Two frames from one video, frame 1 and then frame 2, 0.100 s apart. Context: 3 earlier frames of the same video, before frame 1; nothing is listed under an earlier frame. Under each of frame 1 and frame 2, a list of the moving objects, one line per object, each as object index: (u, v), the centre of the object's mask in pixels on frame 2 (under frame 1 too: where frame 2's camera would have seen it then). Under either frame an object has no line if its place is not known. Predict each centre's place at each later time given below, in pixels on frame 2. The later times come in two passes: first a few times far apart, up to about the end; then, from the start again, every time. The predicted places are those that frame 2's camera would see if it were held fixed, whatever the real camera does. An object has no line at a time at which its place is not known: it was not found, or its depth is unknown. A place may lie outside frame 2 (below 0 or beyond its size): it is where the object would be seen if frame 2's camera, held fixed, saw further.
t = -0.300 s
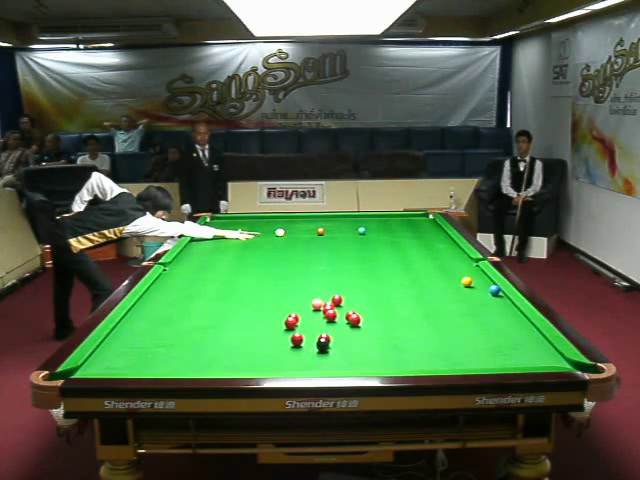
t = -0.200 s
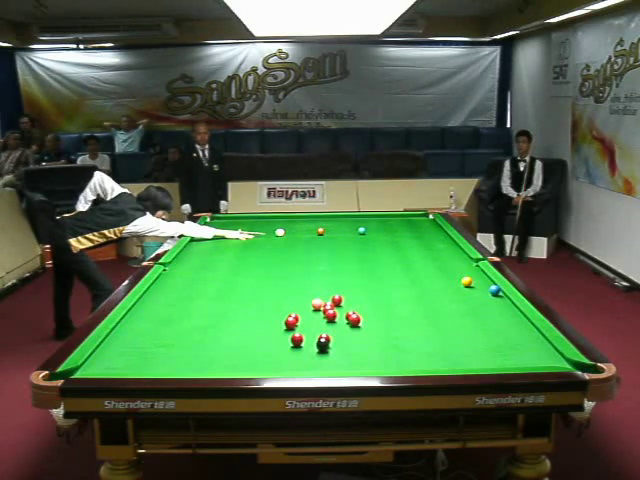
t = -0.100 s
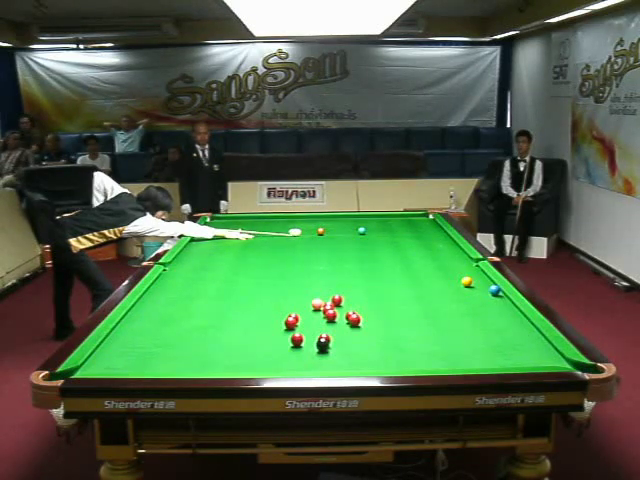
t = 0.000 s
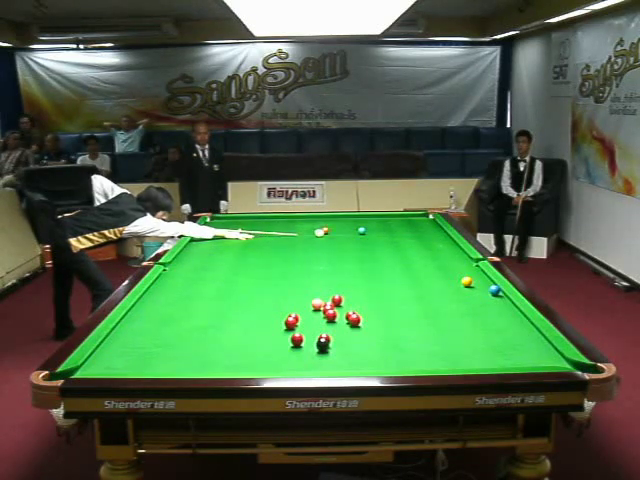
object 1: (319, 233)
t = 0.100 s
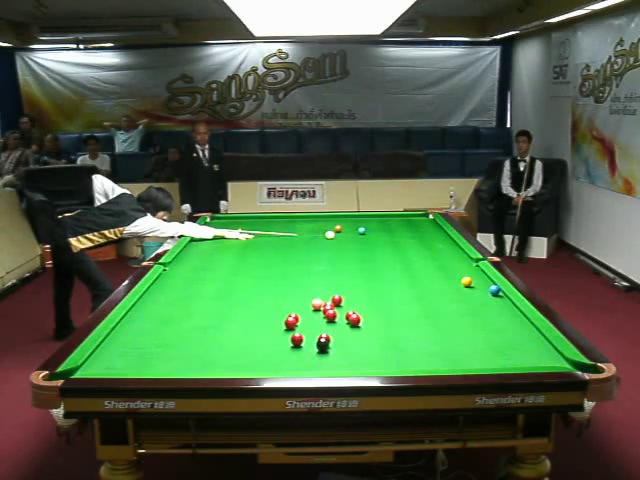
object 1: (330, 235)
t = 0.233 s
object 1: (338, 237)
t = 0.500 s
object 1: (351, 241)
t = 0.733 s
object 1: (363, 245)
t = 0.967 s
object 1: (374, 249)
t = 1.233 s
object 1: (388, 254)
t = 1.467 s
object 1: (399, 258)
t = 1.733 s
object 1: (412, 262)
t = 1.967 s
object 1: (424, 267)
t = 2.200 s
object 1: (436, 271)
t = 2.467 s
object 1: (449, 276)
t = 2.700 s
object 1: (459, 279)
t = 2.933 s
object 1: (460, 280)
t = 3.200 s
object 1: (459, 281)
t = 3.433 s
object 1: (459, 282)
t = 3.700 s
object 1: (459, 282)
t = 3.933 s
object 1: (459, 282)
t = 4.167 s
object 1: (459, 282)
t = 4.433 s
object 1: (459, 282)
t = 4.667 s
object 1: (459, 282)
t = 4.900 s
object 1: (459, 282)
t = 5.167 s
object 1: (459, 282)
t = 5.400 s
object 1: (459, 282)
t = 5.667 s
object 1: (459, 282)
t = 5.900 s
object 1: (459, 282)
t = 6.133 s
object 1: (459, 282)
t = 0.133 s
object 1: (332, 235)
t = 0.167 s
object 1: (335, 236)
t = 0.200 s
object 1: (337, 237)
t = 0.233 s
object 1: (338, 237)
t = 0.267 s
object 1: (340, 237)
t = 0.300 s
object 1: (341, 238)
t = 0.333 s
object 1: (343, 239)
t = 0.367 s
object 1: (345, 239)
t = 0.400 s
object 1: (346, 240)
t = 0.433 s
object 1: (348, 240)
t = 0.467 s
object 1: (349, 241)
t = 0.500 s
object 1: (351, 241)
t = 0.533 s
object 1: (353, 242)
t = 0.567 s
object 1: (354, 242)
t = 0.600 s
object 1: (356, 243)
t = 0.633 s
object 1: (358, 244)
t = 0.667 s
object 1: (359, 244)
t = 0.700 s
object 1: (361, 245)
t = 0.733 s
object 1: (363, 245)
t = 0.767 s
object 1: (364, 246)
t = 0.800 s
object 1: (366, 246)
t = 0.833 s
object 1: (368, 247)
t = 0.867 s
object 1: (369, 247)
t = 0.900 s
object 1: (371, 248)
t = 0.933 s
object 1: (373, 249)
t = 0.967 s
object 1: (374, 249)
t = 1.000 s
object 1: (376, 250)
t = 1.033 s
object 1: (377, 250)
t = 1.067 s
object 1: (379, 251)
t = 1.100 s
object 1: (381, 251)
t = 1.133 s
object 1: (382, 252)
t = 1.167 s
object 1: (384, 253)
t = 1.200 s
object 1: (386, 253)
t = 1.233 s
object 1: (388, 254)
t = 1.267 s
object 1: (389, 254)
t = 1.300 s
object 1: (391, 255)
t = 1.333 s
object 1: (392, 256)
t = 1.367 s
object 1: (394, 256)
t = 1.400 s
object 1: (396, 257)
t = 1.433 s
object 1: (397, 257)
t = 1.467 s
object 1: (399, 258)
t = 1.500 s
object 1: (401, 258)
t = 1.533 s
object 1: (402, 259)
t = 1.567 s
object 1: (404, 260)
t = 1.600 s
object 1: (406, 260)
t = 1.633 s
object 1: (407, 261)
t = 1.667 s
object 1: (409, 262)
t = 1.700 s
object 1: (411, 262)
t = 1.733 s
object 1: (412, 262)
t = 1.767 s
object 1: (414, 263)
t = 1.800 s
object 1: (416, 264)
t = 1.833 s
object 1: (417, 264)
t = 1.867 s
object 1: (419, 265)
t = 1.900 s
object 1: (421, 266)
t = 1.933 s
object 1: (422, 266)
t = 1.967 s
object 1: (424, 267)
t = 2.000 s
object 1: (426, 267)
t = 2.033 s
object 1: (427, 268)
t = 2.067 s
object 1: (429, 269)
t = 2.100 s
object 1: (431, 269)
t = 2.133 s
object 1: (432, 270)
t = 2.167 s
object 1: (434, 270)
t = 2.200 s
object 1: (436, 271)
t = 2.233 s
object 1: (438, 272)
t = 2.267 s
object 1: (439, 272)
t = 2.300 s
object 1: (441, 273)
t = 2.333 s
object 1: (442, 273)
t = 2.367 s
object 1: (444, 274)
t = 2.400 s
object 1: (446, 275)
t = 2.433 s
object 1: (447, 275)
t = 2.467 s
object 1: (449, 276)
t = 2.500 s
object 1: (450, 276)
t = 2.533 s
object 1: (452, 277)
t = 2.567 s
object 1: (454, 277)
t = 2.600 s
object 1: (455, 278)
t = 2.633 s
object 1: (457, 278)
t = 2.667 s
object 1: (458, 279)
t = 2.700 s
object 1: (459, 279)
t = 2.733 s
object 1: (459, 279)
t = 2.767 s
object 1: (459, 280)
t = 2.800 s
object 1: (459, 280)
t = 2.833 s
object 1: (459, 280)
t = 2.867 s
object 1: (459, 280)
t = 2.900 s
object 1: (459, 280)
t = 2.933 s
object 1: (460, 280)
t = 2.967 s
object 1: (459, 280)
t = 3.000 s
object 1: (459, 280)
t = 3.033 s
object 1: (460, 281)
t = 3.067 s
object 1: (459, 281)
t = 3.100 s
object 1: (459, 281)
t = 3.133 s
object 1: (459, 281)
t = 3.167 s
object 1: (459, 281)
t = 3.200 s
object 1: (459, 281)
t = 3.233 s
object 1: (459, 281)
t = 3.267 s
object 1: (459, 281)
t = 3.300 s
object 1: (459, 281)
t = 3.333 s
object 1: (459, 281)
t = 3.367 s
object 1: (459, 281)
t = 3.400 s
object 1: (459, 282)
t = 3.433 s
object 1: (459, 282)
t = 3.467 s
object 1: (459, 282)
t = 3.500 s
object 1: (459, 282)
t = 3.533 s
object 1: (459, 282)
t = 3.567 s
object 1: (459, 282)
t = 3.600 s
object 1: (459, 282)
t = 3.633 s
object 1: (459, 282)
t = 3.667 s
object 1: (459, 282)
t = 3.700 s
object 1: (459, 282)
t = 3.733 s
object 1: (459, 282)
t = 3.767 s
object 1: (459, 282)
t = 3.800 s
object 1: (459, 282)
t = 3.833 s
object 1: (459, 282)
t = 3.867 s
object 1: (459, 282)
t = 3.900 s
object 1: (459, 282)
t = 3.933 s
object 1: (459, 282)
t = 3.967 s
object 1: (459, 282)
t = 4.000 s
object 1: (459, 282)
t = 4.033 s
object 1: (459, 282)
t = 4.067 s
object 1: (459, 282)
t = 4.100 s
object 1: (459, 282)
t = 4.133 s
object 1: (459, 282)
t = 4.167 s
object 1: (459, 282)
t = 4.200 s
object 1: (459, 282)
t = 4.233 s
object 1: (459, 282)
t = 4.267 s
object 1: (459, 282)
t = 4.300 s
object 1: (459, 282)
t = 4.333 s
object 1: (459, 282)
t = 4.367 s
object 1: (459, 282)
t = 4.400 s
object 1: (459, 282)
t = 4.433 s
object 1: (459, 282)
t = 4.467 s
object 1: (459, 282)
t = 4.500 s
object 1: (459, 282)
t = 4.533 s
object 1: (459, 282)
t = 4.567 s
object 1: (459, 282)
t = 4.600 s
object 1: (459, 282)
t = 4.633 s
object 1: (459, 282)
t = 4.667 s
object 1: (459, 282)
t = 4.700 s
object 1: (459, 282)
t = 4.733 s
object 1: (459, 282)
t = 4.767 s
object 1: (459, 282)
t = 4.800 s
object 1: (459, 282)
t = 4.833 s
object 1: (459, 282)
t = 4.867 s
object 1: (459, 282)
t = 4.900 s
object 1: (459, 282)
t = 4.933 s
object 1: (459, 282)
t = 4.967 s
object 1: (459, 282)
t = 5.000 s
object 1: (459, 282)
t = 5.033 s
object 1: (459, 282)
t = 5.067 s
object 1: (459, 282)
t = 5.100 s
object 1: (459, 282)
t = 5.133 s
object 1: (459, 282)
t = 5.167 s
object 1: (459, 282)
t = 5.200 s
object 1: (459, 282)
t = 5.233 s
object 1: (459, 282)
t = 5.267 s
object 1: (459, 282)
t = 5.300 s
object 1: (459, 282)
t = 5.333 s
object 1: (459, 282)
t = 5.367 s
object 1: (459, 282)
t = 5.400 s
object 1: (459, 282)
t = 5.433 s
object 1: (459, 282)
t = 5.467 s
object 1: (459, 282)
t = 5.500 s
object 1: (459, 282)
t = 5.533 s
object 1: (459, 282)
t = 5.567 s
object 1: (459, 282)
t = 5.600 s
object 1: (459, 282)
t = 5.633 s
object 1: (459, 282)
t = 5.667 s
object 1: (459, 282)
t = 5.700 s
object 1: (459, 282)
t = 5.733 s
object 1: (459, 282)
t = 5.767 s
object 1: (459, 282)
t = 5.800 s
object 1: (459, 282)
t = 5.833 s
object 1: (459, 282)
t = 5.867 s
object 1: (459, 282)
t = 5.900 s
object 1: (459, 282)
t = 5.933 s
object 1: (459, 282)
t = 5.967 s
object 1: (459, 282)
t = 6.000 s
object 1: (459, 282)
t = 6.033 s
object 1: (459, 282)
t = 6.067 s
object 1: (459, 282)
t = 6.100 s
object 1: (459, 282)
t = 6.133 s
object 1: (459, 282)
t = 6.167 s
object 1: (459, 282)
